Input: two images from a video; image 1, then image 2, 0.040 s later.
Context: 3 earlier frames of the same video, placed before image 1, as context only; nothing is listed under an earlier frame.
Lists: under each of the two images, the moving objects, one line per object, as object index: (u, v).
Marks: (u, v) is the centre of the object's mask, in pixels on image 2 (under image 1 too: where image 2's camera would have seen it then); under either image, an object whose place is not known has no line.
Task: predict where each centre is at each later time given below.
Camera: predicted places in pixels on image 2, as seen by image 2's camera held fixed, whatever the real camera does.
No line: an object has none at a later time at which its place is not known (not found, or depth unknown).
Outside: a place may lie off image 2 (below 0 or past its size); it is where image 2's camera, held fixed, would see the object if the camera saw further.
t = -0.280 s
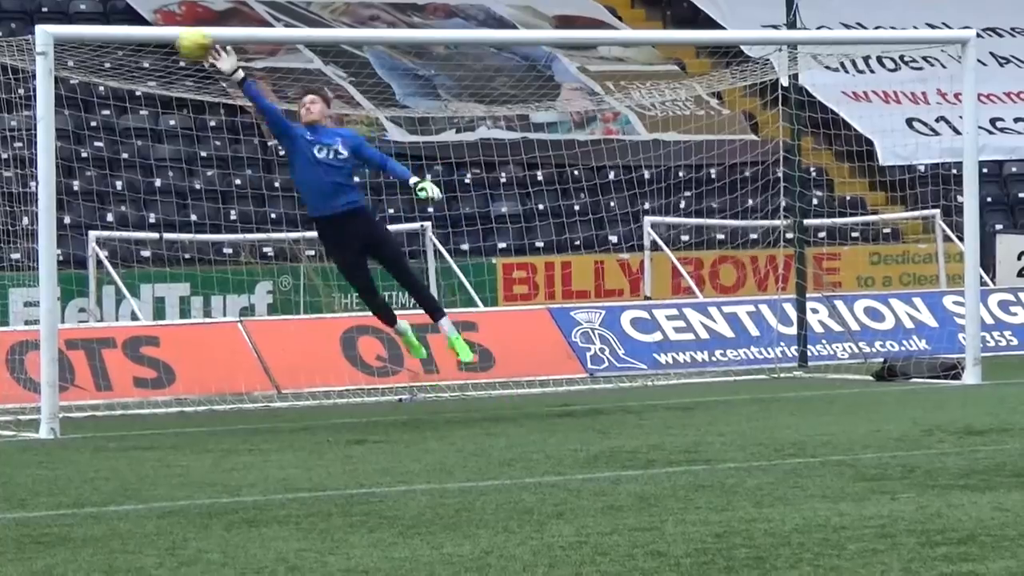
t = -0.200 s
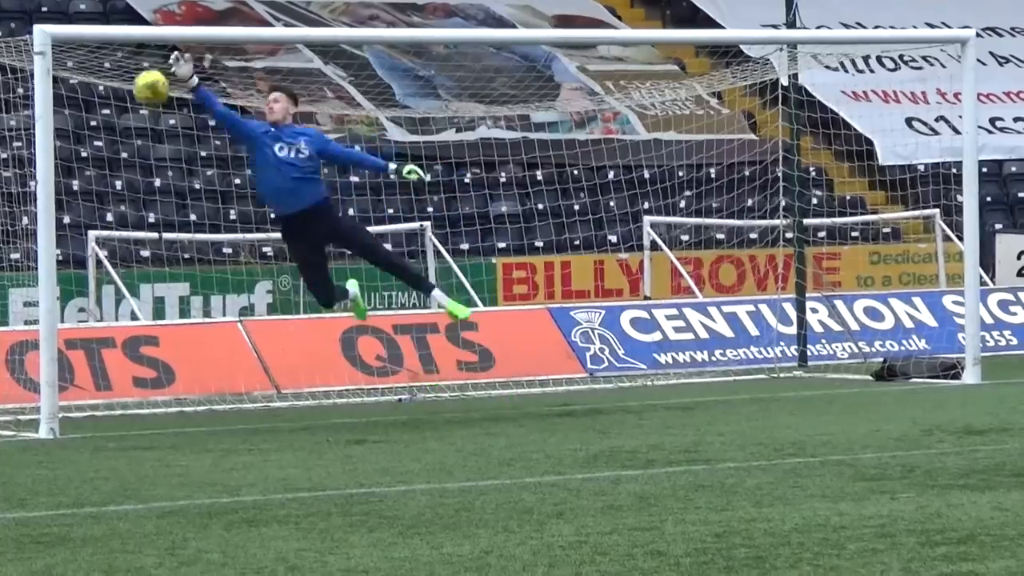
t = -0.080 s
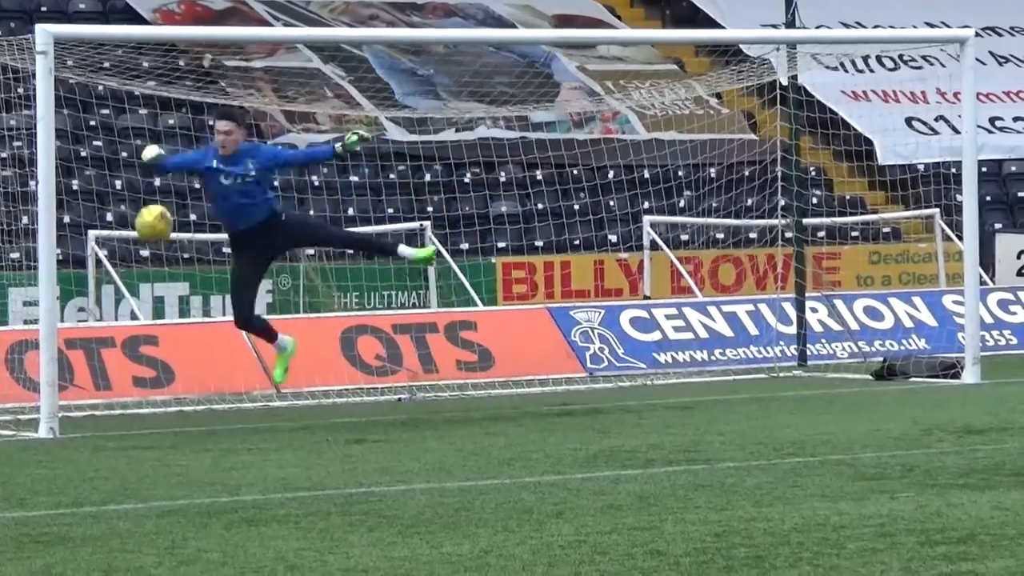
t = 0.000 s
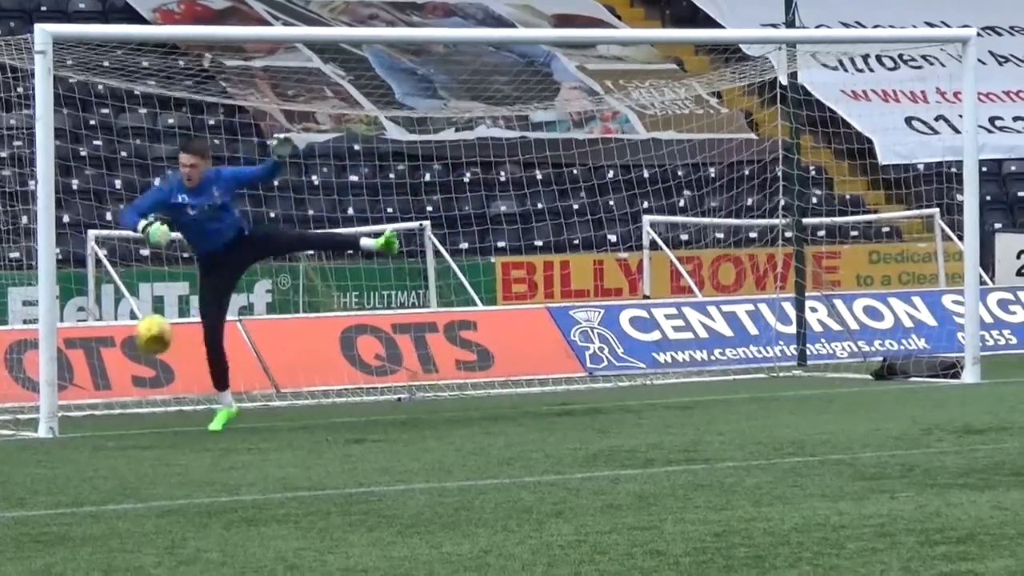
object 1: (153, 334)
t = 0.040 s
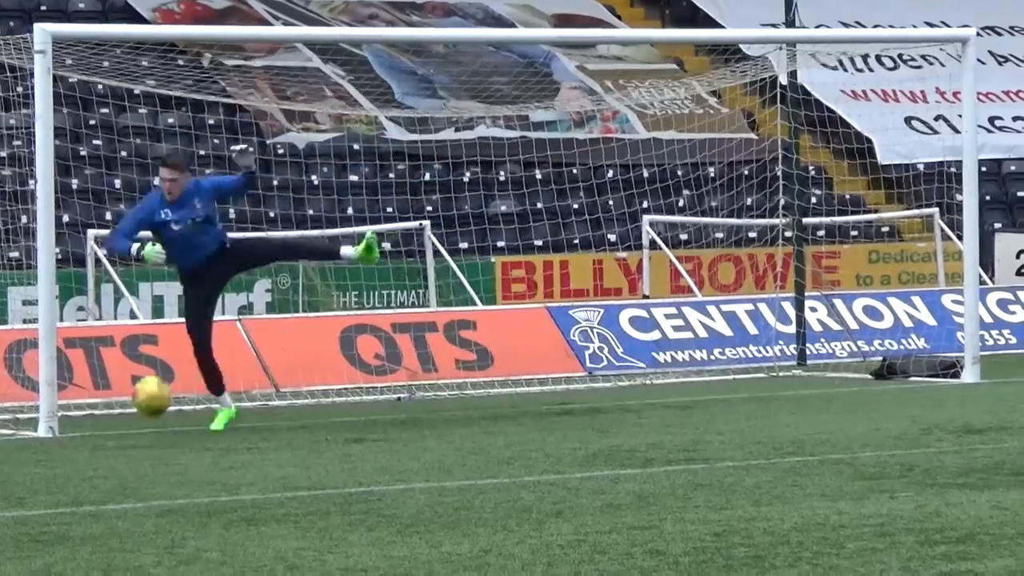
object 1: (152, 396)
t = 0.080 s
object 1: (153, 438)
